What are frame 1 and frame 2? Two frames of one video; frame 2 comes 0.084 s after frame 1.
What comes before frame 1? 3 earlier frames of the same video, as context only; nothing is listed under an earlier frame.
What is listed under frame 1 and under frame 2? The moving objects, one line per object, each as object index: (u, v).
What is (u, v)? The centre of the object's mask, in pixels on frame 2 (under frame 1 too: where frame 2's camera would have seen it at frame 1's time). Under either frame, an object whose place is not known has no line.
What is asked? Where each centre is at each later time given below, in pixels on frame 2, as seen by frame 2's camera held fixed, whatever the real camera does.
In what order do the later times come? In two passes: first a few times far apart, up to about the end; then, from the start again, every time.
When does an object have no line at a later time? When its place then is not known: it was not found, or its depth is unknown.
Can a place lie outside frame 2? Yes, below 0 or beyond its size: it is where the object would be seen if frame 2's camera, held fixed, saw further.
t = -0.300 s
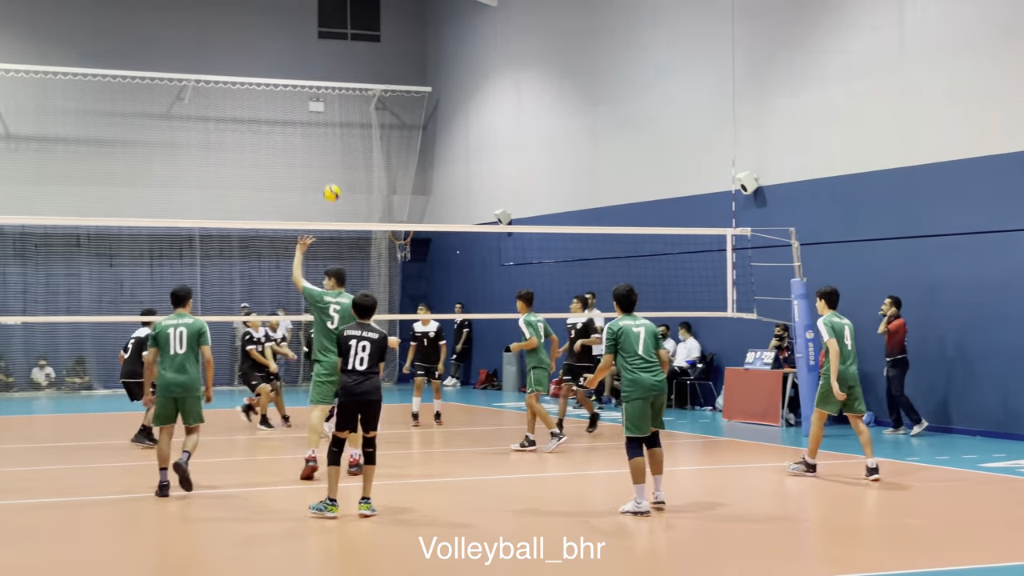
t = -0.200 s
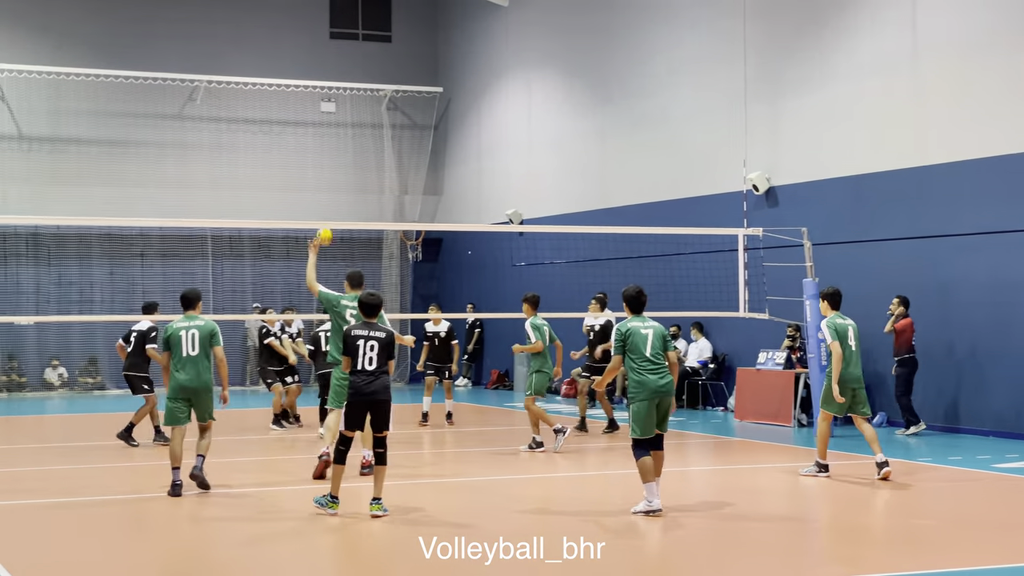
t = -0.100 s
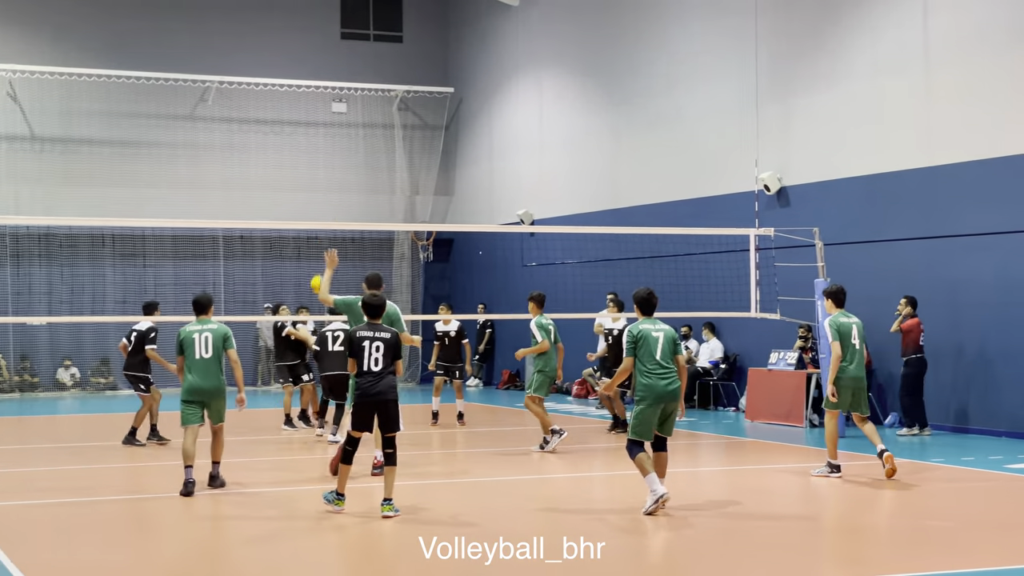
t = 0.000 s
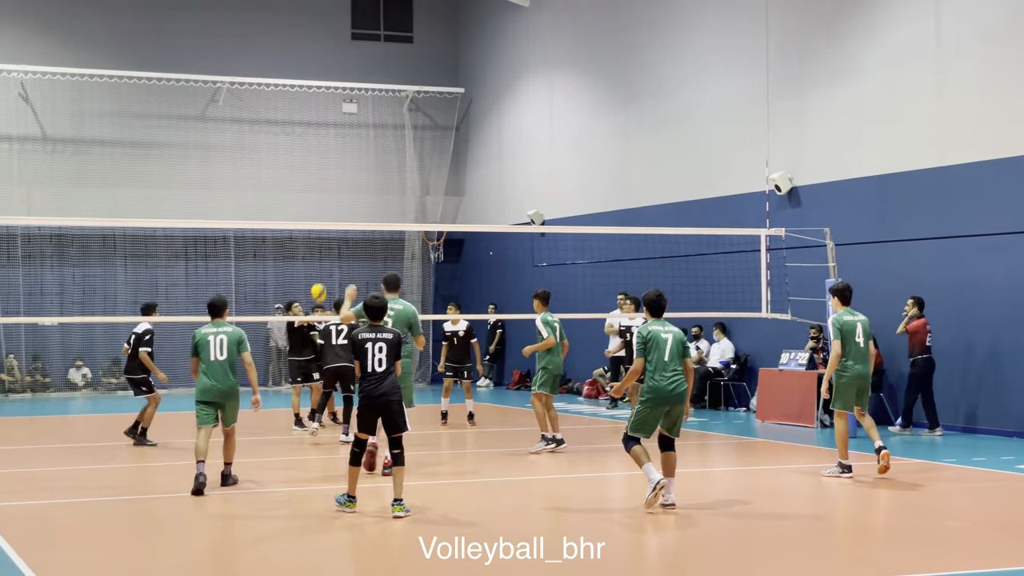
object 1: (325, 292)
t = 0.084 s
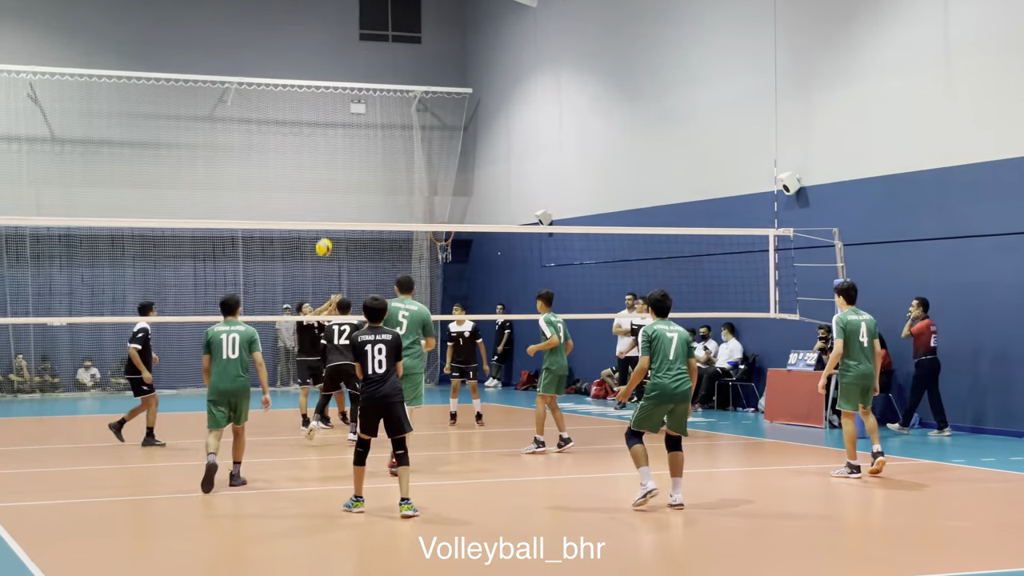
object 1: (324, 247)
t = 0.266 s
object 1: (317, 165)
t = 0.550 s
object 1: (307, 89)
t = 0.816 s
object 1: (296, 72)
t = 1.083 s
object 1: (286, 110)
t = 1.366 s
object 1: (278, 213)
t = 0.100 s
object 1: (323, 238)
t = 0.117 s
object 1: (322, 234)
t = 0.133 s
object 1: (322, 219)
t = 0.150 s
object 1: (321, 213)
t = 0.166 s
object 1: (321, 206)
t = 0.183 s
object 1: (320, 199)
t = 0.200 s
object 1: (320, 191)
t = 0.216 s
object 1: (319, 185)
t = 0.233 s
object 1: (318, 178)
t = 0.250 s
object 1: (318, 170)
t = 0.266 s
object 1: (317, 165)
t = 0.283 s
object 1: (316, 159)
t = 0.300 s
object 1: (316, 152)
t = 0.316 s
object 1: (315, 147)
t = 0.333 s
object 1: (315, 141)
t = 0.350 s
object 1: (314, 136)
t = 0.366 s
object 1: (314, 131)
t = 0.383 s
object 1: (313, 126)
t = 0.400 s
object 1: (312, 121)
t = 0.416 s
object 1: (311, 117)
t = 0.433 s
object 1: (311, 113)
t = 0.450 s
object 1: (310, 108)
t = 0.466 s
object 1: (309, 105)
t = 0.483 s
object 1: (308, 101)
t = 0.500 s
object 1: (308, 98)
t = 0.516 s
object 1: (307, 94)
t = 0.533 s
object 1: (307, 92)
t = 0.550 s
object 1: (307, 89)
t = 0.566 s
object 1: (306, 86)
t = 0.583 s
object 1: (305, 83)
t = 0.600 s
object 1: (305, 81)
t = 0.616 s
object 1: (304, 79)
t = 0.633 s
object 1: (303, 77)
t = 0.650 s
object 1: (302, 76)
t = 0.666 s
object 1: (302, 74)
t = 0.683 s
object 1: (301, 73)
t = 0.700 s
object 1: (301, 72)
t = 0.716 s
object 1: (300, 72)
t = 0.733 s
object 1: (299, 71)
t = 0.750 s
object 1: (299, 71)
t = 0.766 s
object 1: (298, 71)
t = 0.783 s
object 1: (297, 71)
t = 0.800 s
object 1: (297, 71)
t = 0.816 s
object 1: (296, 72)
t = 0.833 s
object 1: (296, 73)
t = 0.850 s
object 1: (295, 74)
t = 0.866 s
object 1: (294, 75)
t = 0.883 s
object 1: (294, 77)
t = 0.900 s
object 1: (293, 78)
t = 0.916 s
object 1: (292, 80)
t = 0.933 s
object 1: (292, 82)
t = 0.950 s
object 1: (291, 85)
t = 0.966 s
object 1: (290, 87)
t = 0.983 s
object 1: (289, 90)
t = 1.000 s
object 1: (289, 93)
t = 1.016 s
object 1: (289, 96)
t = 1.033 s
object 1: (288, 99)
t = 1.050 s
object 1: (287, 103)
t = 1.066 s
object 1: (286, 106)
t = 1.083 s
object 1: (286, 110)
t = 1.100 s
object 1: (285, 115)
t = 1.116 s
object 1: (284, 119)
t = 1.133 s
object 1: (284, 124)
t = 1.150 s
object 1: (283, 129)
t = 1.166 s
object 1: (282, 134)
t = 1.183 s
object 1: (282, 139)
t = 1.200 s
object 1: (281, 145)
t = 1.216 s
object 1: (281, 151)
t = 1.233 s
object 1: (281, 157)
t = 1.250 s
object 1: (281, 164)
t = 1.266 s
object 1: (280, 170)
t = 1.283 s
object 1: (279, 176)
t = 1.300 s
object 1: (279, 184)
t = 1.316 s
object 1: (279, 190)
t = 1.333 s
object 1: (278, 198)
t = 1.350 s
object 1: (278, 206)
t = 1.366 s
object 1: (278, 213)
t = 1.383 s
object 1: (278, 218)
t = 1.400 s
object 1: (280, 235)
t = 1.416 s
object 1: (274, 237)
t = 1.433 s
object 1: (278, 247)
